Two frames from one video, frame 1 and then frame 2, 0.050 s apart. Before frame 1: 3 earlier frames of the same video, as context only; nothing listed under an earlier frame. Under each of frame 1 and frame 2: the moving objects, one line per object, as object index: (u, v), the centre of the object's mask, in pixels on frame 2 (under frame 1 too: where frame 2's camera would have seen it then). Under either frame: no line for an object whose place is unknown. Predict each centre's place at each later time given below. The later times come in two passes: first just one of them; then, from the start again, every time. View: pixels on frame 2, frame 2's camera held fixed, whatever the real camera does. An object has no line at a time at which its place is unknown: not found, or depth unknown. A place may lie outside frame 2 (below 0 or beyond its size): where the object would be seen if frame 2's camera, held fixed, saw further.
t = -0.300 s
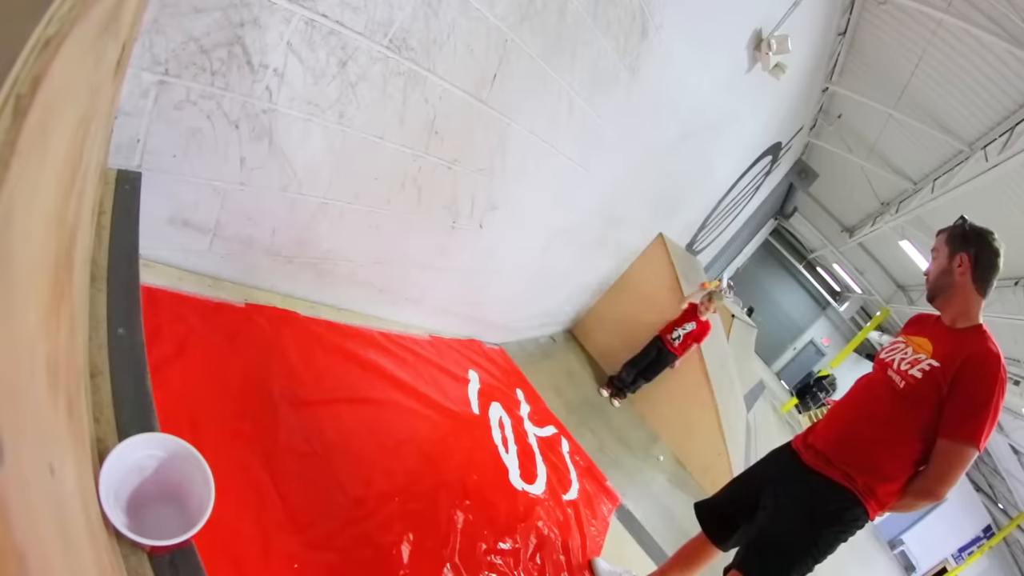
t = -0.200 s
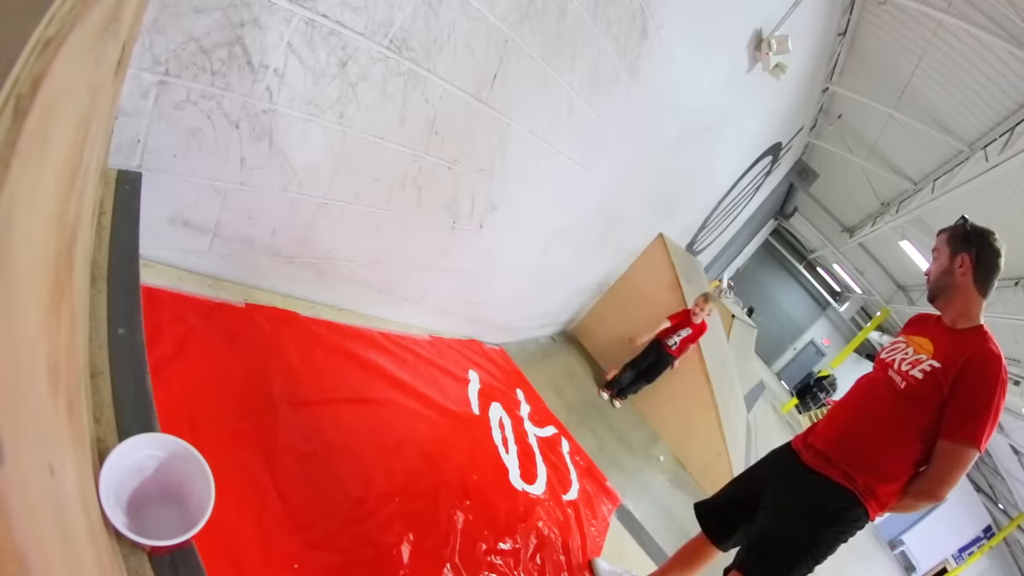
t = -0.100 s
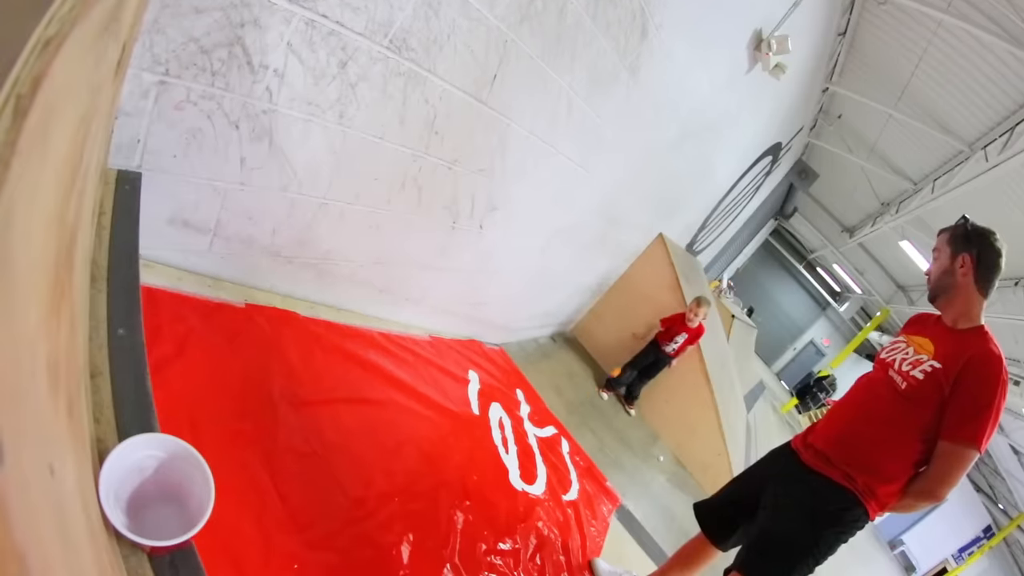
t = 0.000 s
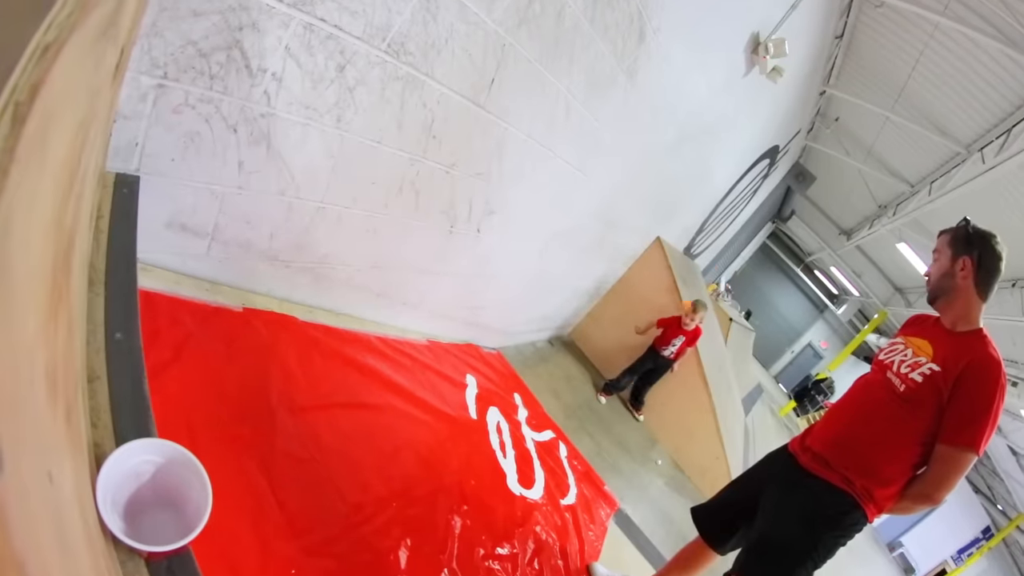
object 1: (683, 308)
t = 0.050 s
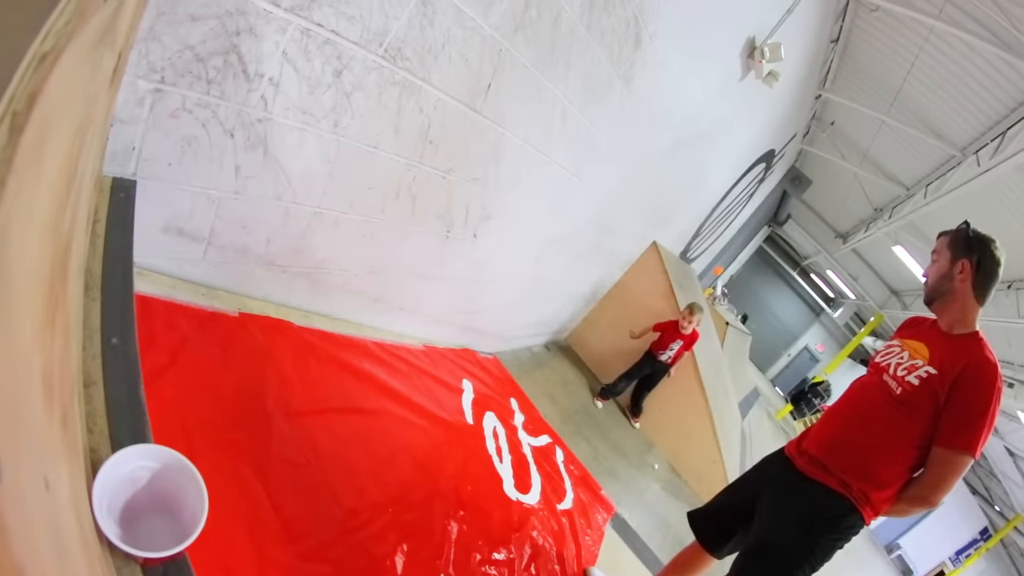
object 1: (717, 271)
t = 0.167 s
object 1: (789, 186)
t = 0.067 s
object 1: (728, 259)
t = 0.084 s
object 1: (739, 246)
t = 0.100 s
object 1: (750, 234)
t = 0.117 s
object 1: (760, 221)
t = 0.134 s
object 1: (770, 209)
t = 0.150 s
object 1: (781, 197)
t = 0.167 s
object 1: (789, 186)
